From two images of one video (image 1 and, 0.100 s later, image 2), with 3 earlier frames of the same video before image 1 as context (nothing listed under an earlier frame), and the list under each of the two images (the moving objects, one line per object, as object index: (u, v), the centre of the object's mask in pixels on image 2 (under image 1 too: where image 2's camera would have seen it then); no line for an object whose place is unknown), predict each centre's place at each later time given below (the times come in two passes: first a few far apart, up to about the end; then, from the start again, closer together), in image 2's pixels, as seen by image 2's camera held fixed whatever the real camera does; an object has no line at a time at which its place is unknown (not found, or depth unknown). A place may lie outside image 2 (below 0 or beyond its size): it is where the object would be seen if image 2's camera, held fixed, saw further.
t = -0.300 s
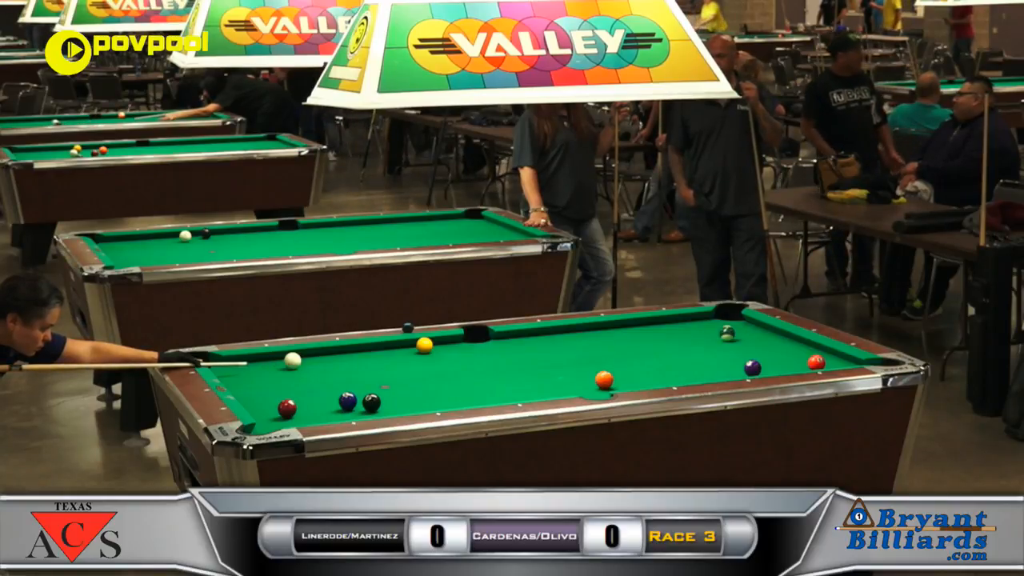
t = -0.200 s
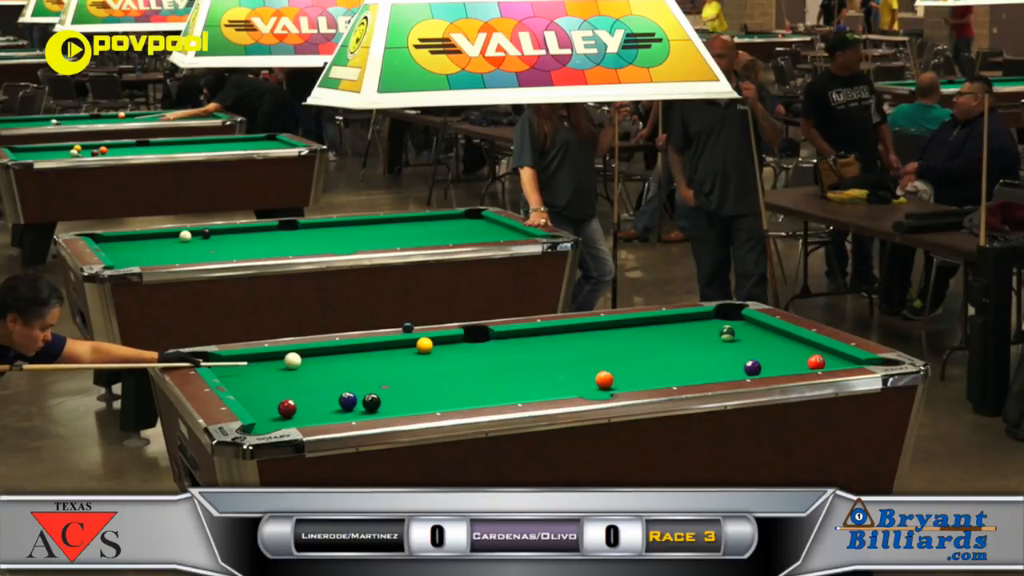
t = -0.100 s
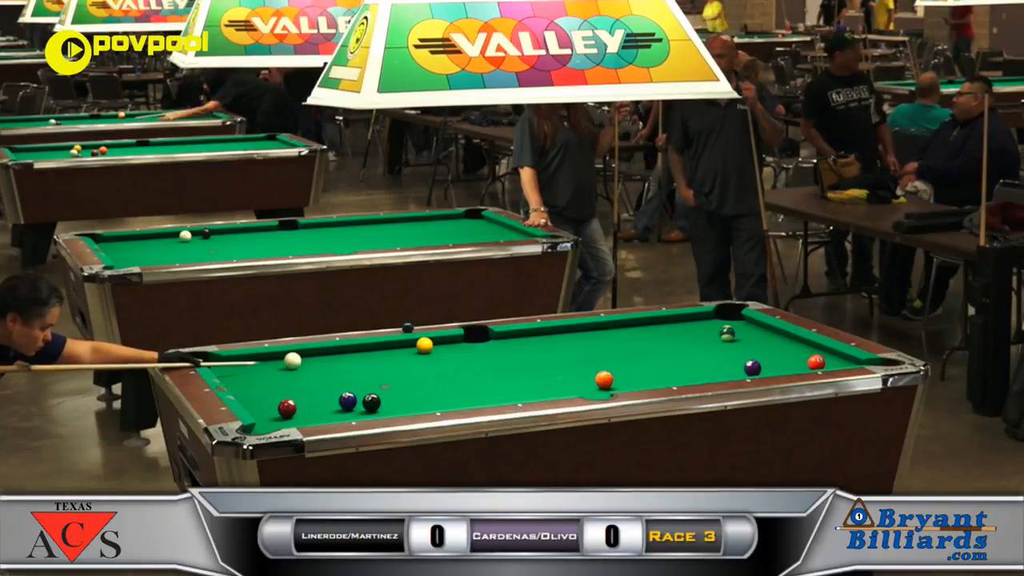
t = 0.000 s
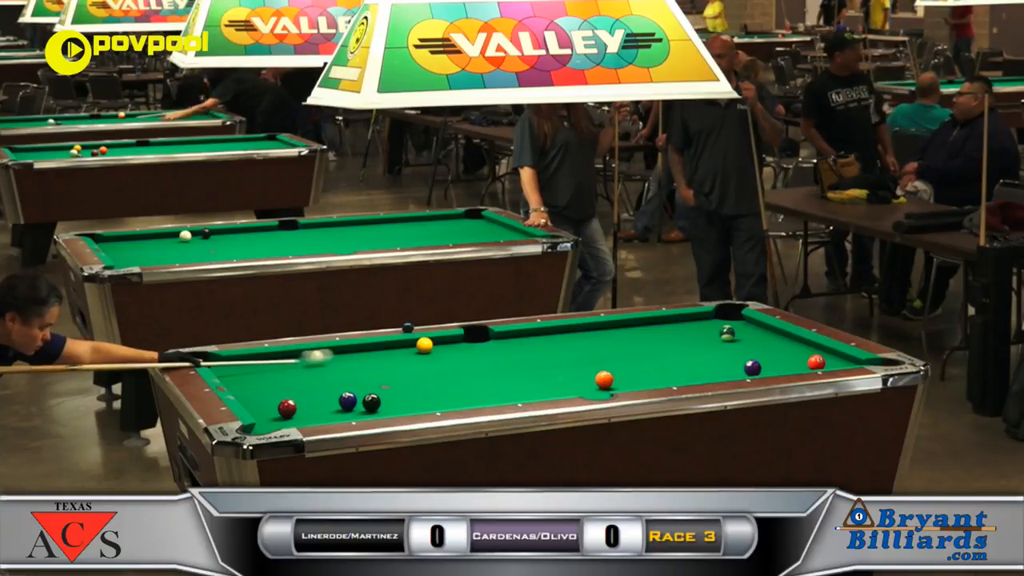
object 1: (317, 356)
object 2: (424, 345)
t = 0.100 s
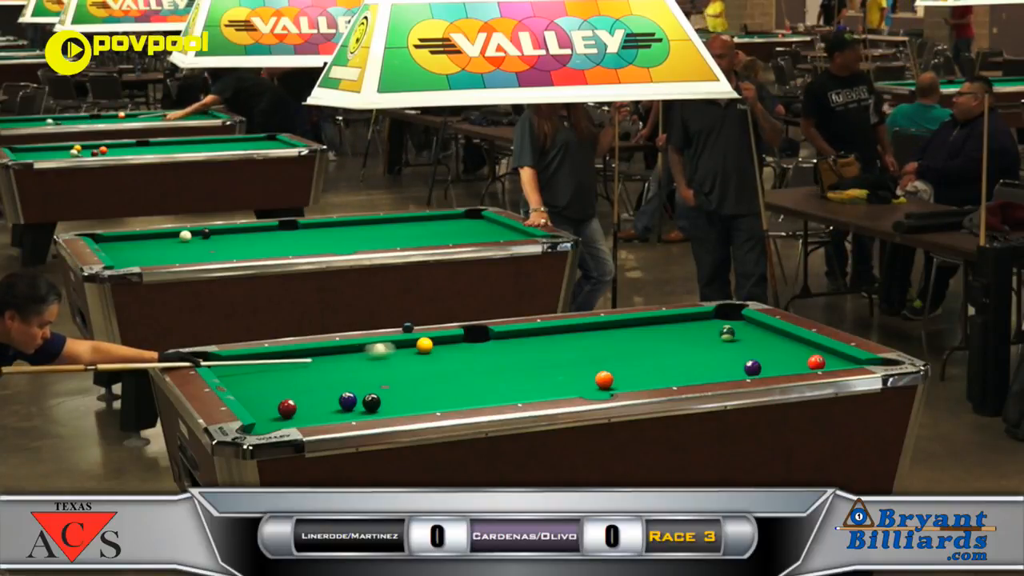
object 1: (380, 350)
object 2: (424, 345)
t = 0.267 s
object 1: (411, 346)
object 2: (480, 339)
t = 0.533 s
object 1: (418, 343)
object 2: (576, 330)
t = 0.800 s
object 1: (424, 341)
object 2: (662, 322)
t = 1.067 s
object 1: (427, 342)
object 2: (729, 314)
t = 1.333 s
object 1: (429, 342)
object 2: (733, 315)
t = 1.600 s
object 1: (430, 342)
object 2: (722, 316)
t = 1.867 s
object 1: (430, 342)
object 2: (711, 316)
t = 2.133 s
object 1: (430, 342)
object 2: (702, 317)
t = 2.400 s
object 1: (430, 342)
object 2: (694, 317)
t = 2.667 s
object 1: (430, 342)
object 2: (688, 317)
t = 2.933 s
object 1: (430, 342)
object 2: (683, 318)
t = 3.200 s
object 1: (430, 342)
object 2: (680, 318)
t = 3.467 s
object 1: (430, 342)
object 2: (678, 319)
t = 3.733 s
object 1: (430, 342)
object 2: (676, 318)
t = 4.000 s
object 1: (430, 342)
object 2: (676, 319)
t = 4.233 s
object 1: (430, 342)
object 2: (676, 319)
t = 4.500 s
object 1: (430, 342)
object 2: (676, 319)
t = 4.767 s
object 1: (430, 342)
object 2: (676, 319)
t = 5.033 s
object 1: (430, 342)
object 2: (676, 319)
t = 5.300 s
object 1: (430, 342)
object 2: (676, 319)
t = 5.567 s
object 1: (430, 342)
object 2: (676, 319)
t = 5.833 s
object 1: (430, 342)
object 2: (676, 319)
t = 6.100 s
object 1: (430, 342)
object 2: (676, 319)
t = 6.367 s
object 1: (430, 342)
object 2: (676, 319)
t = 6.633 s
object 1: (430, 342)
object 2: (676, 319)
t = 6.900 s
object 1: (430, 342)
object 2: (676, 319)
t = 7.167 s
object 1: (430, 342)
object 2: (676, 319)
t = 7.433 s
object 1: (430, 342)
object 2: (676, 319)
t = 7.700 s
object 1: (430, 342)
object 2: (676, 319)
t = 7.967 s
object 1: (430, 342)
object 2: (676, 319)
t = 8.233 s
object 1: (430, 342)
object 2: (676, 319)
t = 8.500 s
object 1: (430, 342)
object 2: (676, 319)
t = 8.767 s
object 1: (430, 342)
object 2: (676, 319)
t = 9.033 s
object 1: (430, 342)
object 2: (676, 319)
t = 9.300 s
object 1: (430, 342)
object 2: (676, 319)
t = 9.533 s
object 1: (430, 342)
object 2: (676, 319)
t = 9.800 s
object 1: (430, 342)
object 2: (676, 319)
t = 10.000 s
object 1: (430, 342)
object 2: (676, 319)
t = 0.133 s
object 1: (398, 348)
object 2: (424, 345)
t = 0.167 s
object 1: (409, 346)
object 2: (432, 343)
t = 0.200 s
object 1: (410, 346)
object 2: (448, 342)
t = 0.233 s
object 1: (410, 346)
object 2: (464, 341)
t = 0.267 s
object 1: (411, 346)
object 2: (480, 339)
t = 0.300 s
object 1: (412, 345)
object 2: (493, 338)
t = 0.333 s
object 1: (413, 345)
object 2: (507, 337)
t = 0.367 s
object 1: (414, 345)
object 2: (520, 335)
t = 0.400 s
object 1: (415, 344)
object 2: (532, 334)
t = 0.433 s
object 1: (416, 344)
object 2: (543, 333)
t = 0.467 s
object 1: (417, 343)
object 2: (554, 332)
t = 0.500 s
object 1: (417, 343)
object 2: (565, 331)
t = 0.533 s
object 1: (418, 343)
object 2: (576, 330)
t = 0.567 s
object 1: (419, 342)
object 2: (587, 329)
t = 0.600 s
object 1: (420, 342)
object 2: (598, 328)
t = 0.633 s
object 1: (420, 342)
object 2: (609, 327)
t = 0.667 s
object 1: (421, 341)
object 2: (620, 326)
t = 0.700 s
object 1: (422, 341)
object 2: (631, 325)
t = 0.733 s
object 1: (423, 341)
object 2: (641, 324)
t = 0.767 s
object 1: (423, 341)
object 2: (651, 323)
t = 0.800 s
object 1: (424, 341)
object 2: (662, 322)
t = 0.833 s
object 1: (424, 341)
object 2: (672, 321)
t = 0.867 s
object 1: (425, 341)
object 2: (682, 320)
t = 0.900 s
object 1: (425, 341)
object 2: (693, 319)
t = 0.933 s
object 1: (426, 341)
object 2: (703, 317)
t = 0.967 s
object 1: (426, 341)
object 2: (713, 317)
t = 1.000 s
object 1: (427, 342)
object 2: (723, 316)
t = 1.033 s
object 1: (427, 341)
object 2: (732, 315)
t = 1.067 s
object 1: (427, 342)
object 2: (729, 314)
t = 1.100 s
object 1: (428, 342)
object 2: (723, 313)
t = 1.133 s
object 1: (428, 342)
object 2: (719, 313)
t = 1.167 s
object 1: (428, 342)
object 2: (721, 313)
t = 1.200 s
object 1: (428, 342)
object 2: (724, 314)
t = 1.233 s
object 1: (429, 342)
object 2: (727, 314)
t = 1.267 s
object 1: (429, 342)
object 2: (730, 314)
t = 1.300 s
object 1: (429, 342)
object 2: (732, 314)
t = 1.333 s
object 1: (429, 342)
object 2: (733, 315)
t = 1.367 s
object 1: (430, 342)
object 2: (732, 315)
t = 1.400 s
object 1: (430, 342)
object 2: (730, 315)
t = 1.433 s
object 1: (430, 342)
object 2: (729, 315)
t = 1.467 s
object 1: (430, 342)
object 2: (727, 315)
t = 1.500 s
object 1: (430, 342)
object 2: (726, 315)
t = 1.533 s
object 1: (430, 342)
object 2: (725, 315)
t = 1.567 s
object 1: (430, 342)
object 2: (723, 315)
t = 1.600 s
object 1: (430, 342)
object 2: (722, 316)
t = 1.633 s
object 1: (430, 342)
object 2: (721, 316)
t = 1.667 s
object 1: (430, 342)
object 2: (720, 316)
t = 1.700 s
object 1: (430, 342)
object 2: (718, 316)
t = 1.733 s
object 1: (430, 342)
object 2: (717, 316)
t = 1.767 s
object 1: (430, 342)
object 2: (715, 316)
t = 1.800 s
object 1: (430, 342)
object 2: (714, 316)
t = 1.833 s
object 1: (430, 342)
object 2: (713, 316)
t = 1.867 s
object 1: (430, 342)
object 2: (711, 316)
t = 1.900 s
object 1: (430, 342)
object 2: (710, 316)
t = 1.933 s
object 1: (430, 342)
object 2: (709, 317)
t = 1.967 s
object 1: (430, 342)
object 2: (708, 316)
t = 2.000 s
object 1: (430, 342)
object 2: (707, 317)
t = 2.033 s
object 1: (430, 342)
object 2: (705, 317)
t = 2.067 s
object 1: (430, 342)
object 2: (704, 317)
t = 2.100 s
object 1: (430, 342)
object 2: (703, 317)
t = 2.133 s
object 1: (430, 342)
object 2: (702, 317)
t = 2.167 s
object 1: (430, 342)
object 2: (701, 317)
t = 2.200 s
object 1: (430, 342)
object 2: (700, 317)
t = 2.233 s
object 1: (430, 342)
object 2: (699, 317)
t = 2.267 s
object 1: (430, 342)
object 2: (698, 317)
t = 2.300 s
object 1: (430, 342)
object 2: (697, 317)
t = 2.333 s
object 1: (430, 342)
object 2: (696, 317)
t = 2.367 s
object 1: (430, 342)
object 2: (695, 317)
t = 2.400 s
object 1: (430, 342)
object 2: (694, 317)
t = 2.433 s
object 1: (430, 342)
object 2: (693, 317)
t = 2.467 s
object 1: (430, 342)
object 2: (692, 317)
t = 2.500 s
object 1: (430, 342)
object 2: (692, 317)
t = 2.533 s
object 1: (430, 342)
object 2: (691, 317)
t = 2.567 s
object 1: (430, 342)
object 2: (690, 317)
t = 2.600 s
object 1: (430, 342)
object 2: (689, 317)
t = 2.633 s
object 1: (430, 342)
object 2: (688, 317)
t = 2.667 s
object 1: (430, 342)
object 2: (688, 317)
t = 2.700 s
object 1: (430, 342)
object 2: (687, 318)
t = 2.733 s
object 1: (430, 342)
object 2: (686, 318)
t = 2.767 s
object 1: (430, 342)
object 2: (686, 318)
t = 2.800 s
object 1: (430, 342)
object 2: (685, 318)
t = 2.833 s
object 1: (430, 342)
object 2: (685, 318)
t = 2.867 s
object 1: (430, 342)
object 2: (684, 318)
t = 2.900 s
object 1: (430, 342)
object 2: (683, 318)
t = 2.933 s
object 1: (430, 342)
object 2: (683, 318)
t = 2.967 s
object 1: (430, 342)
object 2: (682, 318)
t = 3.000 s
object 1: (430, 342)
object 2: (682, 318)
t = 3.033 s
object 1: (430, 342)
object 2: (681, 318)
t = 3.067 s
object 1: (430, 342)
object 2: (681, 318)
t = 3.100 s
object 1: (430, 342)
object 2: (681, 318)
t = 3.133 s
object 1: (430, 342)
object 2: (680, 318)
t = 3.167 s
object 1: (430, 342)
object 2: (680, 318)
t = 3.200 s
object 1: (430, 342)
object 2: (680, 318)
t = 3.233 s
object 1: (430, 342)
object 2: (679, 318)
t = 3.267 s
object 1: (430, 342)
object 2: (679, 318)
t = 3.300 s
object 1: (430, 342)
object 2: (679, 318)
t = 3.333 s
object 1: (430, 342)
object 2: (678, 318)
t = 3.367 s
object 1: (430, 342)
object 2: (678, 318)
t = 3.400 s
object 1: (430, 342)
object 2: (678, 319)
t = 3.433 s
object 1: (430, 342)
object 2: (678, 319)
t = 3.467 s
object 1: (430, 342)
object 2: (678, 319)
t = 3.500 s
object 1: (430, 342)
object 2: (677, 319)
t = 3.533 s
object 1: (430, 342)
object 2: (677, 319)
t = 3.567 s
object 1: (430, 342)
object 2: (677, 318)
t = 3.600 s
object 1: (430, 342)
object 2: (677, 318)
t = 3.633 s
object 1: (430, 342)
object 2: (676, 319)
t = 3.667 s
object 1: (430, 342)
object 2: (677, 318)
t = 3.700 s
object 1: (430, 342)
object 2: (677, 318)
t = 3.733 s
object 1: (430, 342)
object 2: (676, 318)
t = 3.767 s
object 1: (430, 342)
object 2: (676, 319)
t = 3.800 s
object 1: (430, 342)
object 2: (676, 319)
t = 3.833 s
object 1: (430, 342)
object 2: (676, 319)
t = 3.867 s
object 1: (430, 342)
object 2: (676, 319)
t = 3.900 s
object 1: (430, 342)
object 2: (676, 319)
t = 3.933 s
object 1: (430, 342)
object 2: (676, 319)
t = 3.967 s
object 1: (430, 342)
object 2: (676, 319)
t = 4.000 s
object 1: (430, 342)
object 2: (676, 319)
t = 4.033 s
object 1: (430, 342)
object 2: (676, 319)
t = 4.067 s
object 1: (430, 342)
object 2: (676, 319)
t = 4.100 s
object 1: (430, 342)
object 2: (676, 319)
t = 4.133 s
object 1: (430, 342)
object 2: (676, 319)
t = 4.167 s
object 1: (430, 342)
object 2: (676, 319)
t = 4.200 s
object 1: (430, 342)
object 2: (676, 319)
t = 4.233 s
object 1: (430, 342)
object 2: (676, 319)
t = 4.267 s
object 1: (430, 342)
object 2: (676, 319)
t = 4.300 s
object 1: (430, 342)
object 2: (676, 319)
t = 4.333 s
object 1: (430, 342)
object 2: (676, 319)
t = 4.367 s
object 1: (430, 342)
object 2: (676, 319)
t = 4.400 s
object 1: (430, 342)
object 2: (676, 319)
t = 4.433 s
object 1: (430, 342)
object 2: (676, 319)
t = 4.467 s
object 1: (430, 342)
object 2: (676, 319)
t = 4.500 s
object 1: (430, 342)
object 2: (676, 319)
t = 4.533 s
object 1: (430, 342)
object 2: (676, 319)
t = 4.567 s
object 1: (430, 342)
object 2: (676, 319)
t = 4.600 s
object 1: (430, 342)
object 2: (676, 319)
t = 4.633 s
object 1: (430, 342)
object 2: (676, 319)
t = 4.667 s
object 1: (430, 342)
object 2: (676, 319)
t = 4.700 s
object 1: (430, 342)
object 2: (676, 319)
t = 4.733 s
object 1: (430, 342)
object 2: (676, 319)
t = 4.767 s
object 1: (430, 342)
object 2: (676, 319)
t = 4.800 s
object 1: (430, 342)
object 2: (676, 319)
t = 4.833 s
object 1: (430, 342)
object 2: (676, 319)
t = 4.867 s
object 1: (430, 342)
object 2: (676, 319)
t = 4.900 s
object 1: (430, 342)
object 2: (676, 319)
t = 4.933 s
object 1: (430, 342)
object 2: (676, 319)
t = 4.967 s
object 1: (430, 342)
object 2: (676, 319)
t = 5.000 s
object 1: (430, 342)
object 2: (676, 319)
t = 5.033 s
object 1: (430, 342)
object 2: (676, 319)
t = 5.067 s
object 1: (430, 342)
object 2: (676, 319)
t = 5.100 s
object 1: (430, 342)
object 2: (676, 319)
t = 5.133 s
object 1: (430, 342)
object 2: (676, 319)
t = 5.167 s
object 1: (430, 342)
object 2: (676, 319)
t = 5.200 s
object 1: (430, 342)
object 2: (676, 319)
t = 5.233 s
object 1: (430, 342)
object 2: (676, 319)
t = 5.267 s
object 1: (430, 342)
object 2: (676, 319)
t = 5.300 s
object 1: (430, 342)
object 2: (676, 319)
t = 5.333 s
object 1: (430, 342)
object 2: (676, 319)
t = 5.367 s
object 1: (430, 342)
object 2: (676, 319)
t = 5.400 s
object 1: (430, 342)
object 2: (676, 319)
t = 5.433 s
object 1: (430, 342)
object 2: (676, 319)
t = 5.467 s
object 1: (430, 342)
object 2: (676, 319)
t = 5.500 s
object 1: (430, 342)
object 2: (676, 319)
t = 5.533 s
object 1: (430, 342)
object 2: (676, 319)
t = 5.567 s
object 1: (430, 342)
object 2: (676, 319)
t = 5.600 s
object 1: (430, 342)
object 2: (676, 319)
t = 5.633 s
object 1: (430, 342)
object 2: (676, 319)
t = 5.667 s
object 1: (430, 342)
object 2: (676, 319)
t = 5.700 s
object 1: (430, 342)
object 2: (676, 319)
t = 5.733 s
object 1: (430, 342)
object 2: (676, 319)
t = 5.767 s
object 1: (430, 342)
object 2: (676, 319)
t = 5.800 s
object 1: (430, 342)
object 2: (676, 319)
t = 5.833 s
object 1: (430, 342)
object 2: (676, 319)
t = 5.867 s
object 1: (430, 342)
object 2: (676, 319)
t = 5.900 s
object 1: (430, 342)
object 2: (676, 319)
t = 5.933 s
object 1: (430, 342)
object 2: (676, 319)
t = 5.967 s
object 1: (430, 342)
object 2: (676, 319)
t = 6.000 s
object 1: (430, 342)
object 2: (676, 319)
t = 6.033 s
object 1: (430, 342)
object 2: (676, 319)
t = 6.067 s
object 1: (430, 342)
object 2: (676, 319)
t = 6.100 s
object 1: (430, 342)
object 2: (676, 319)
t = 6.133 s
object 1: (430, 342)
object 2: (676, 319)
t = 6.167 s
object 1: (430, 342)
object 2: (676, 319)
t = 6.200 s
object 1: (430, 342)
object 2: (676, 319)
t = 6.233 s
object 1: (430, 342)
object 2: (676, 319)
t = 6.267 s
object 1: (430, 342)
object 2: (676, 319)
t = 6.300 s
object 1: (430, 342)
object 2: (676, 319)
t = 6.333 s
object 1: (430, 342)
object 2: (676, 319)
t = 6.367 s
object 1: (430, 342)
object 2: (676, 319)
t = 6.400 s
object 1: (430, 342)
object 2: (676, 319)
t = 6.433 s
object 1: (430, 342)
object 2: (676, 319)
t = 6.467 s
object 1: (430, 342)
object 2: (676, 319)
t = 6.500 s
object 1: (430, 342)
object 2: (676, 319)
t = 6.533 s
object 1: (430, 342)
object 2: (676, 319)
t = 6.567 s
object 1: (430, 342)
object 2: (676, 319)
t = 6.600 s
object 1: (430, 342)
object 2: (676, 319)
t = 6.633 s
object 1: (430, 342)
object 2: (676, 319)
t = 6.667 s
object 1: (430, 342)
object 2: (676, 319)
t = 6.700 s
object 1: (430, 342)
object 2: (676, 319)
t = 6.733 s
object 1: (430, 342)
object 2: (676, 319)
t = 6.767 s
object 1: (430, 342)
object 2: (676, 319)
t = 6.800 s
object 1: (430, 342)
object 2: (676, 319)
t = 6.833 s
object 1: (430, 342)
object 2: (676, 319)
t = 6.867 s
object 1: (430, 342)
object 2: (676, 319)
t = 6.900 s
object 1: (430, 342)
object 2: (676, 319)
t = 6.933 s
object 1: (430, 342)
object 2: (676, 319)
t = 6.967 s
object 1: (430, 342)
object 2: (676, 319)
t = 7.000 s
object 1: (430, 342)
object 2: (676, 319)
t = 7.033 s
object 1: (430, 342)
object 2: (676, 319)
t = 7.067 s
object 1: (430, 342)
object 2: (676, 319)
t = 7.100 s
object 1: (430, 342)
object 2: (676, 319)
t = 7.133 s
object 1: (430, 342)
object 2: (676, 319)
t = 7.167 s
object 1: (430, 342)
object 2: (676, 319)
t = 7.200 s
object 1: (430, 342)
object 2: (676, 319)
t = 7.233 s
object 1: (430, 342)
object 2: (676, 319)
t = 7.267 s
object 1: (430, 342)
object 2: (676, 319)
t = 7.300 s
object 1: (430, 342)
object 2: (676, 319)
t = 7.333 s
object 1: (430, 342)
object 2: (676, 319)
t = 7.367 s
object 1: (430, 342)
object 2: (676, 319)
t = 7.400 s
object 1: (430, 342)
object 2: (676, 319)
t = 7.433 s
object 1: (430, 342)
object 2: (676, 319)
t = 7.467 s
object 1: (430, 342)
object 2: (676, 319)
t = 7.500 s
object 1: (430, 342)
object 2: (676, 319)
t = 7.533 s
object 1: (430, 342)
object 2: (676, 319)
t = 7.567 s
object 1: (430, 342)
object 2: (676, 319)
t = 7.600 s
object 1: (430, 342)
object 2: (676, 319)
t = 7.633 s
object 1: (430, 342)
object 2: (676, 319)
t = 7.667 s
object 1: (430, 342)
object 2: (676, 319)
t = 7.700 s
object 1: (430, 342)
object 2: (676, 319)
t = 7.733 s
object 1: (430, 342)
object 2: (676, 319)
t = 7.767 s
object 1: (430, 342)
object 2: (676, 319)
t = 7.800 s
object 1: (430, 342)
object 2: (676, 319)
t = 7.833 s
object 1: (430, 342)
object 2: (676, 319)
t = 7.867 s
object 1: (430, 342)
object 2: (676, 319)
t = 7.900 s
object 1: (430, 342)
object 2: (676, 319)
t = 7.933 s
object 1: (430, 342)
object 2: (676, 319)
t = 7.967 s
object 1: (430, 342)
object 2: (676, 319)
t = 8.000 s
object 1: (430, 342)
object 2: (676, 319)
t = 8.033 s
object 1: (430, 342)
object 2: (676, 319)
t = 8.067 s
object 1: (430, 342)
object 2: (676, 319)
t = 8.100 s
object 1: (430, 342)
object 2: (676, 319)
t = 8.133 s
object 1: (430, 342)
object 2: (676, 319)
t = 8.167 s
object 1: (430, 342)
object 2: (676, 319)
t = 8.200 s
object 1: (430, 342)
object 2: (676, 319)
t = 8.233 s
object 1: (430, 342)
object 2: (676, 319)
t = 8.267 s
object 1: (430, 342)
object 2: (676, 319)
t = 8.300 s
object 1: (430, 342)
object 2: (676, 319)
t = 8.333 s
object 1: (430, 342)
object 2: (676, 319)
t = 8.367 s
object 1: (430, 342)
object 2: (676, 319)
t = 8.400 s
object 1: (430, 342)
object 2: (676, 319)
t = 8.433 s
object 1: (430, 342)
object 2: (676, 319)
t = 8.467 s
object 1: (430, 342)
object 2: (676, 319)
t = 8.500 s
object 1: (430, 342)
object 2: (676, 319)
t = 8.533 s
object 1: (430, 342)
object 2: (676, 319)
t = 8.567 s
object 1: (430, 342)
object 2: (676, 319)
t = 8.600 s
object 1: (430, 342)
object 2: (676, 319)
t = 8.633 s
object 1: (430, 342)
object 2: (676, 319)
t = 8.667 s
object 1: (430, 342)
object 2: (676, 319)
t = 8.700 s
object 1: (430, 342)
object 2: (676, 319)
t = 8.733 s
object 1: (430, 342)
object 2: (676, 319)
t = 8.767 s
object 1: (430, 342)
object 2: (676, 319)
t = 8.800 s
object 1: (430, 342)
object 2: (676, 319)
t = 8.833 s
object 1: (430, 342)
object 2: (676, 319)
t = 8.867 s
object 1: (430, 342)
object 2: (676, 319)
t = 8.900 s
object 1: (430, 342)
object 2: (676, 319)
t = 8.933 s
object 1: (430, 342)
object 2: (676, 319)
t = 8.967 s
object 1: (430, 342)
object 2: (676, 319)
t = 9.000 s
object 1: (430, 342)
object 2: (676, 319)
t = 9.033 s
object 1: (430, 342)
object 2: (676, 319)
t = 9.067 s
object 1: (430, 342)
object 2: (676, 319)
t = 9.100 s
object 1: (430, 342)
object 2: (676, 319)
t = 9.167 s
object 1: (430, 342)
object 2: (676, 319)
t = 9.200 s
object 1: (430, 342)
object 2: (676, 319)
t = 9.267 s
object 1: (430, 342)
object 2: (676, 319)
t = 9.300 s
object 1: (430, 342)
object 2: (676, 319)
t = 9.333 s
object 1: (430, 342)
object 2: (676, 319)
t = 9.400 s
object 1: (430, 342)
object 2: (676, 319)
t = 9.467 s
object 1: (430, 342)
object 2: (676, 319)
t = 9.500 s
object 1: (430, 342)
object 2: (676, 319)
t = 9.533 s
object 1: (430, 342)
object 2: (676, 319)
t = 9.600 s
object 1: (430, 342)
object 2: (676, 319)
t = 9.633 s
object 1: (430, 342)
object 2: (676, 319)
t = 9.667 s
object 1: (430, 342)
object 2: (676, 319)
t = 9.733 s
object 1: (430, 342)
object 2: (676, 319)
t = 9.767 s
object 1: (430, 342)
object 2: (676, 319)
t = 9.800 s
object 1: (430, 342)
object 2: (676, 319)
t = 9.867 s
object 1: (430, 342)
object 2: (676, 319)
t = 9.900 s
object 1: (430, 342)
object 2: (676, 319)
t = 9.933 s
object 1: (430, 342)
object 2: (676, 319)
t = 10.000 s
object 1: (430, 342)
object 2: (676, 319)
